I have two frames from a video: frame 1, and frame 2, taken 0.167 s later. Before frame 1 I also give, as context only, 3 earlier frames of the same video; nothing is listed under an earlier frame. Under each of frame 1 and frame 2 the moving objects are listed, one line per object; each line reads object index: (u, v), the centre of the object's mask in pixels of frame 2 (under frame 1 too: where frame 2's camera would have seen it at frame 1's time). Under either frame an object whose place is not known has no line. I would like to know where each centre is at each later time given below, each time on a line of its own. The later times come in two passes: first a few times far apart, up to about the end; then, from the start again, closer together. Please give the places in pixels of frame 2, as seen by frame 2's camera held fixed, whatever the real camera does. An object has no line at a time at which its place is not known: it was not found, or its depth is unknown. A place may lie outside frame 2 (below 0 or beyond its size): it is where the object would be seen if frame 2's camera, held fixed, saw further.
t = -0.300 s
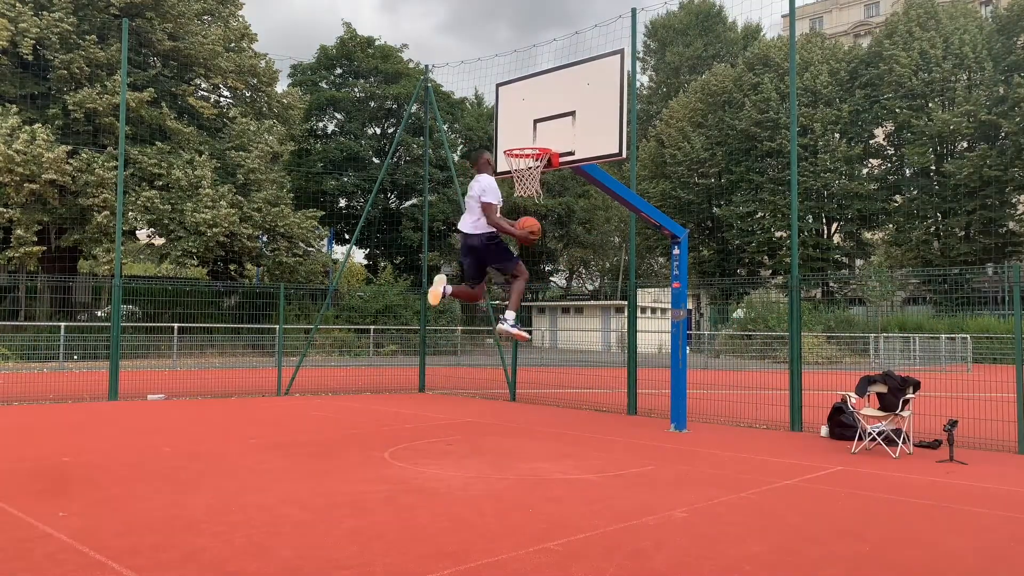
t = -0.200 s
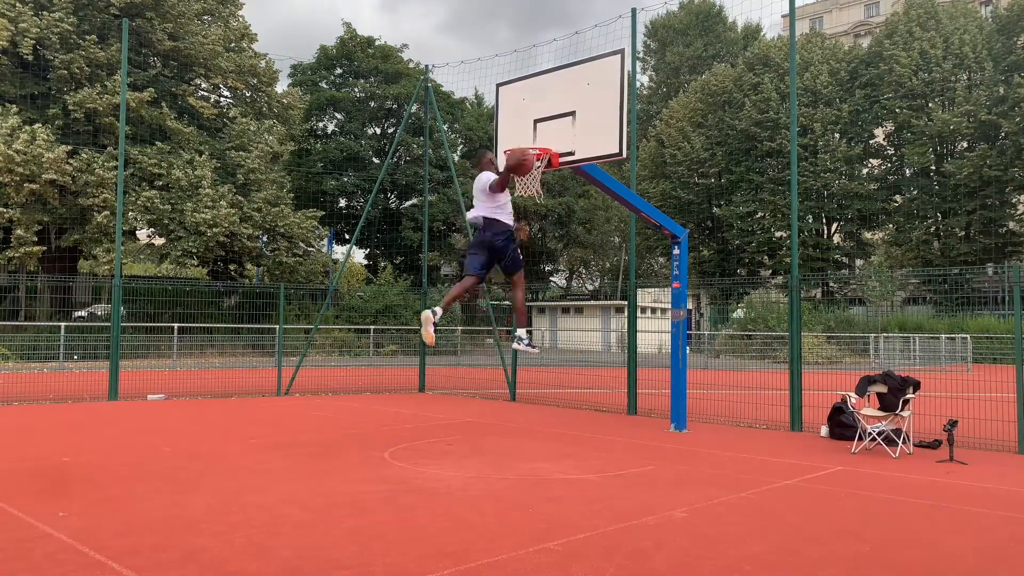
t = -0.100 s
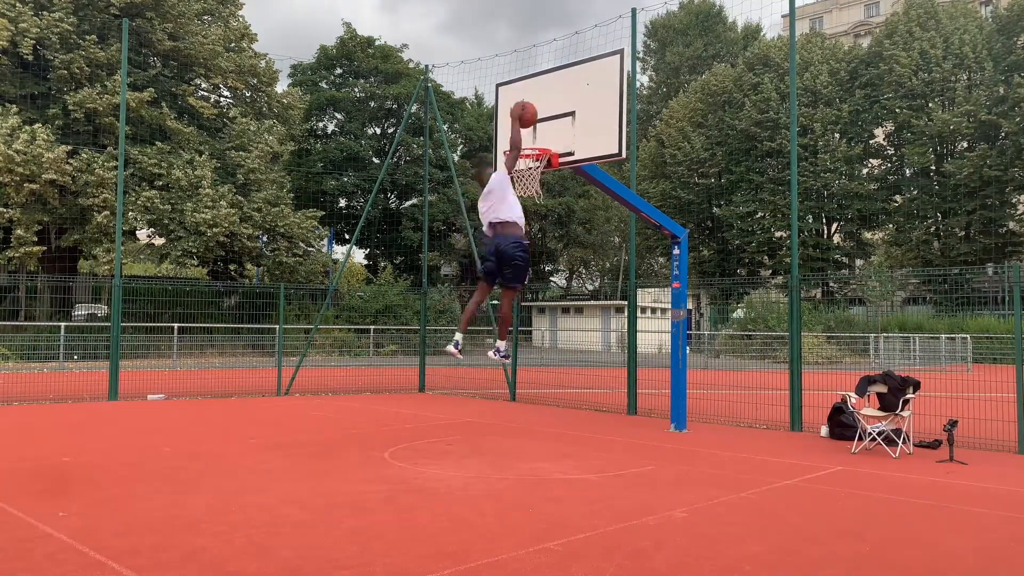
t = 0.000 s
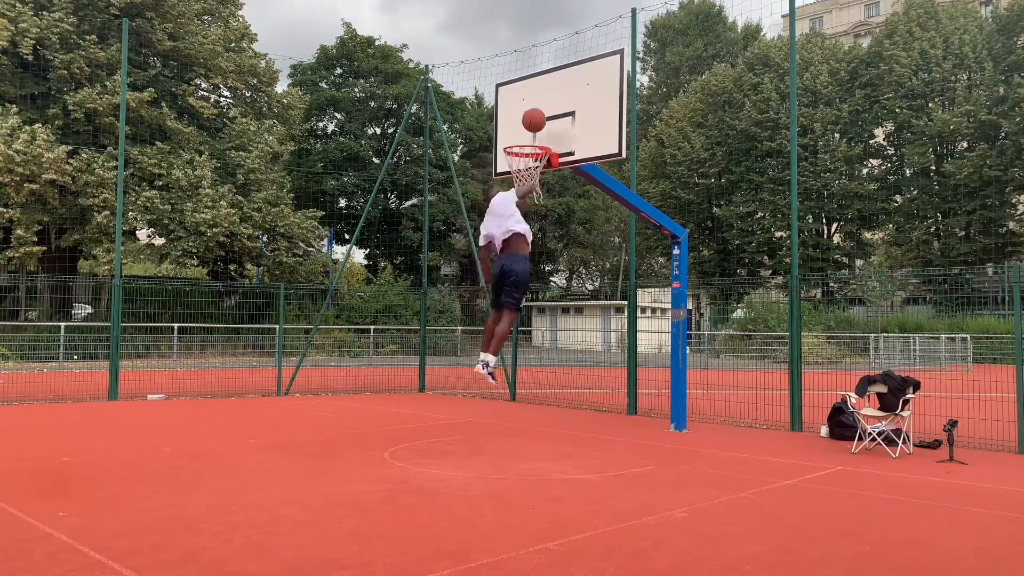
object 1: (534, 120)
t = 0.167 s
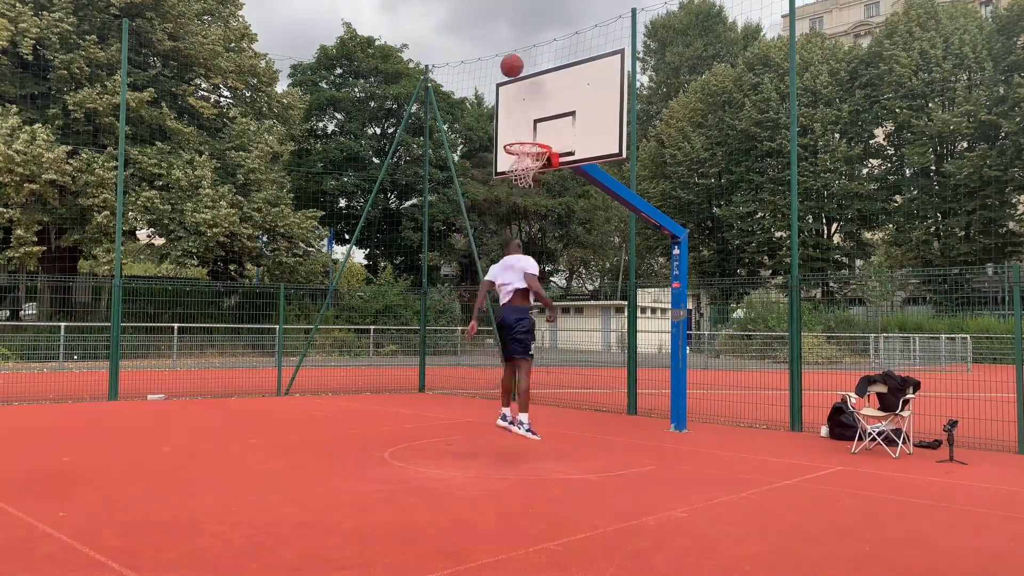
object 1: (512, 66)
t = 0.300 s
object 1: (479, 33)
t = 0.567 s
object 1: (410, 19)
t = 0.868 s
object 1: (329, 84)
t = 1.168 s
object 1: (241, 241)
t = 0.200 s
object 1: (504, 56)
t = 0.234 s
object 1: (495, 48)
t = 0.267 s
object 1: (487, 40)
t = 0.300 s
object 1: (479, 33)
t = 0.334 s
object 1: (470, 28)
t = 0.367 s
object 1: (462, 23)
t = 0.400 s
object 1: (453, 20)
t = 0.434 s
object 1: (444, 18)
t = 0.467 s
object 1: (436, 16)
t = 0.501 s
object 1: (427, 16)
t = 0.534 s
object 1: (419, 17)
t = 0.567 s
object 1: (410, 19)
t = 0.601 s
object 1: (401, 22)
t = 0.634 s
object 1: (392, 26)
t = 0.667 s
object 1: (384, 30)
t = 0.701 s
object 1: (375, 37)
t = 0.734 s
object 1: (366, 45)
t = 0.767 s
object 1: (357, 53)
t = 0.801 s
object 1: (348, 62)
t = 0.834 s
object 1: (339, 73)
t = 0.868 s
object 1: (329, 84)
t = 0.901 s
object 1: (320, 98)
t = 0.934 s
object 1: (311, 111)
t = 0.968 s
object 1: (301, 126)
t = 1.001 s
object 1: (292, 142)
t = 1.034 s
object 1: (282, 160)
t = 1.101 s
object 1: (261, 198)
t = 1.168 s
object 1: (241, 241)
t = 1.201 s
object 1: (230, 264)
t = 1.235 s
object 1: (220, 289)
